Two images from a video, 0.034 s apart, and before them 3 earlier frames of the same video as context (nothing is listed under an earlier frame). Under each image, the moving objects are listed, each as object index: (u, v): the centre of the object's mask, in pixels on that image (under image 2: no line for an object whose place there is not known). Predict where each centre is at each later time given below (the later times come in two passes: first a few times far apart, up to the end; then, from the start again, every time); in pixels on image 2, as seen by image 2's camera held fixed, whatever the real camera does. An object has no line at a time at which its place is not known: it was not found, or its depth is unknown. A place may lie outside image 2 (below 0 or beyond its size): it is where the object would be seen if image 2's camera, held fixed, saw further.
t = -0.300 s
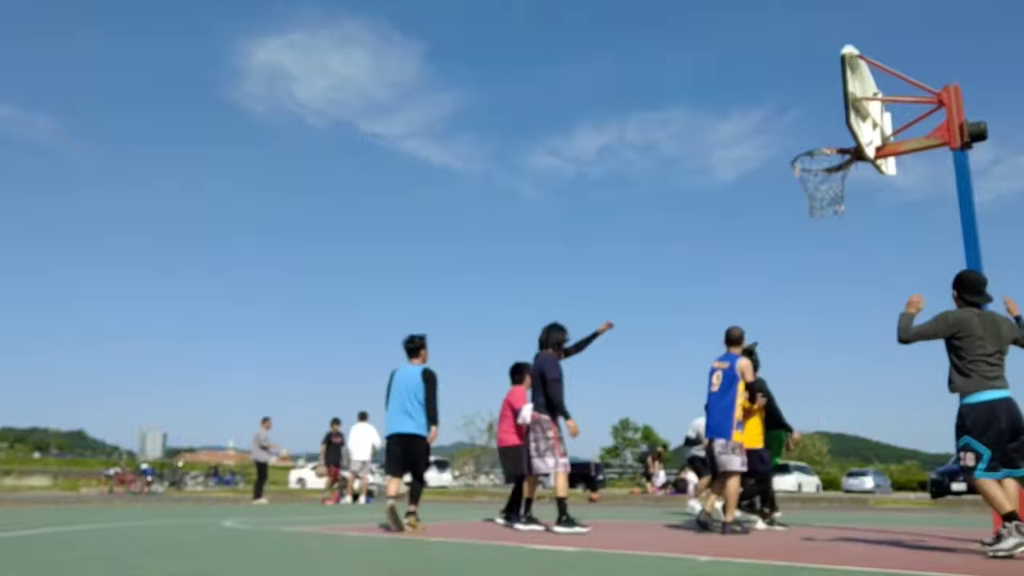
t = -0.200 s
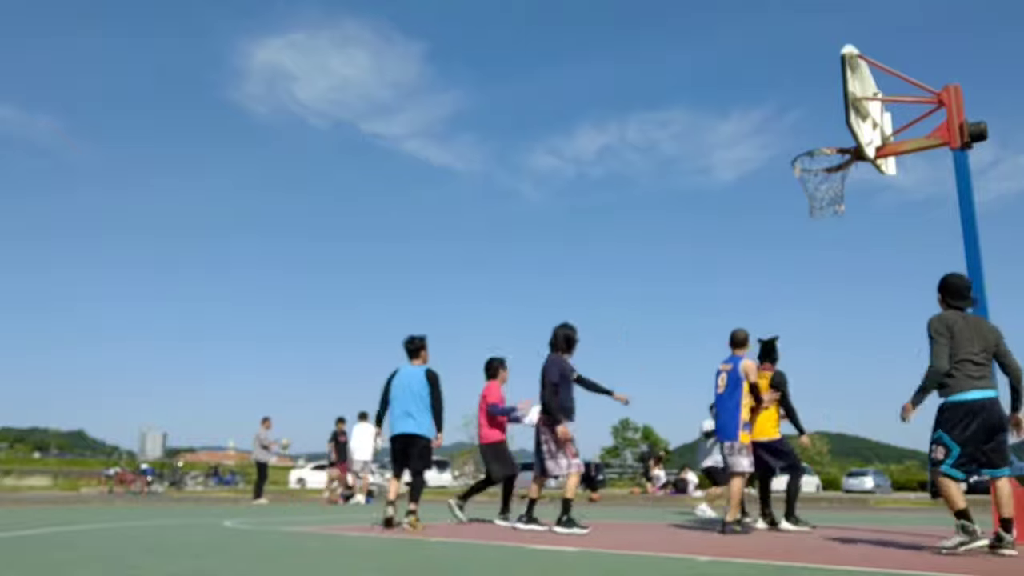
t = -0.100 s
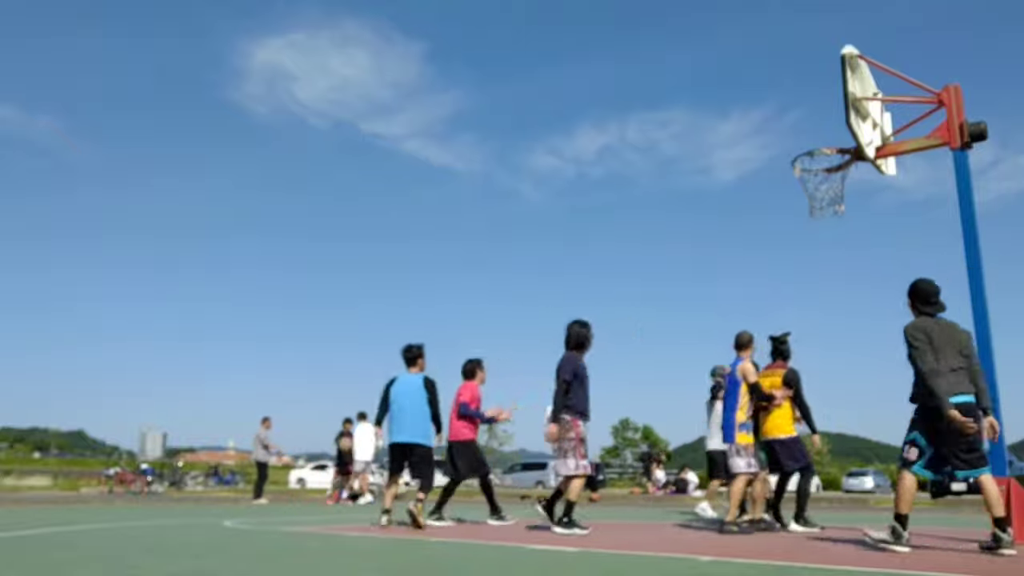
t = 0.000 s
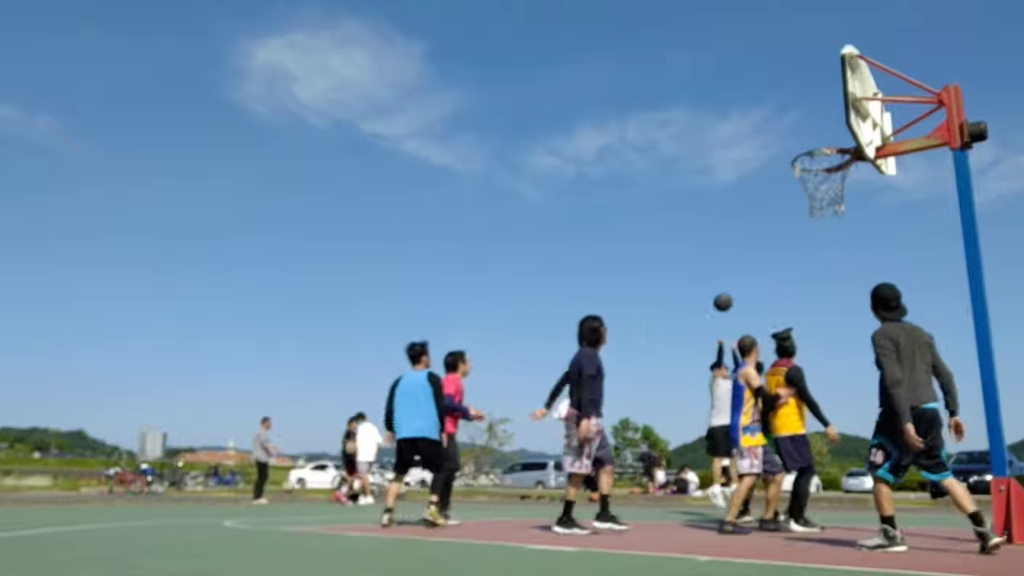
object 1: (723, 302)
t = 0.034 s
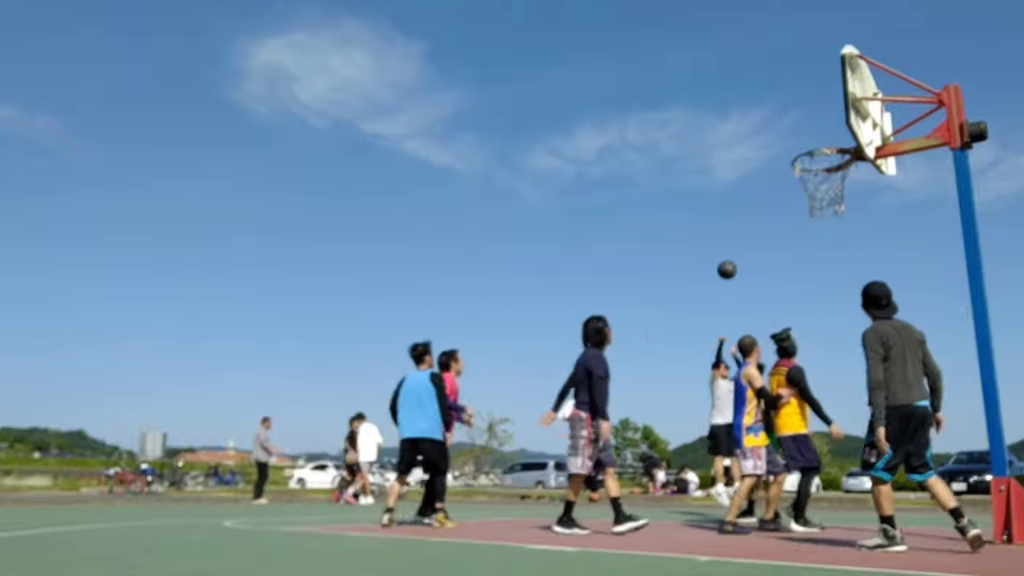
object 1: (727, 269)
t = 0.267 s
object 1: (763, 109)
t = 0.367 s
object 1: (785, 83)
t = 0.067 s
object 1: (731, 239)
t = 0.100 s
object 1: (736, 211)
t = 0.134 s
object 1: (740, 186)
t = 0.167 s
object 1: (746, 162)
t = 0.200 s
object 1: (751, 141)
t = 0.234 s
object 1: (757, 124)
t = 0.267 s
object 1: (763, 109)
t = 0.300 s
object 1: (770, 96)
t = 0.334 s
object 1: (778, 88)
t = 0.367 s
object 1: (785, 83)
